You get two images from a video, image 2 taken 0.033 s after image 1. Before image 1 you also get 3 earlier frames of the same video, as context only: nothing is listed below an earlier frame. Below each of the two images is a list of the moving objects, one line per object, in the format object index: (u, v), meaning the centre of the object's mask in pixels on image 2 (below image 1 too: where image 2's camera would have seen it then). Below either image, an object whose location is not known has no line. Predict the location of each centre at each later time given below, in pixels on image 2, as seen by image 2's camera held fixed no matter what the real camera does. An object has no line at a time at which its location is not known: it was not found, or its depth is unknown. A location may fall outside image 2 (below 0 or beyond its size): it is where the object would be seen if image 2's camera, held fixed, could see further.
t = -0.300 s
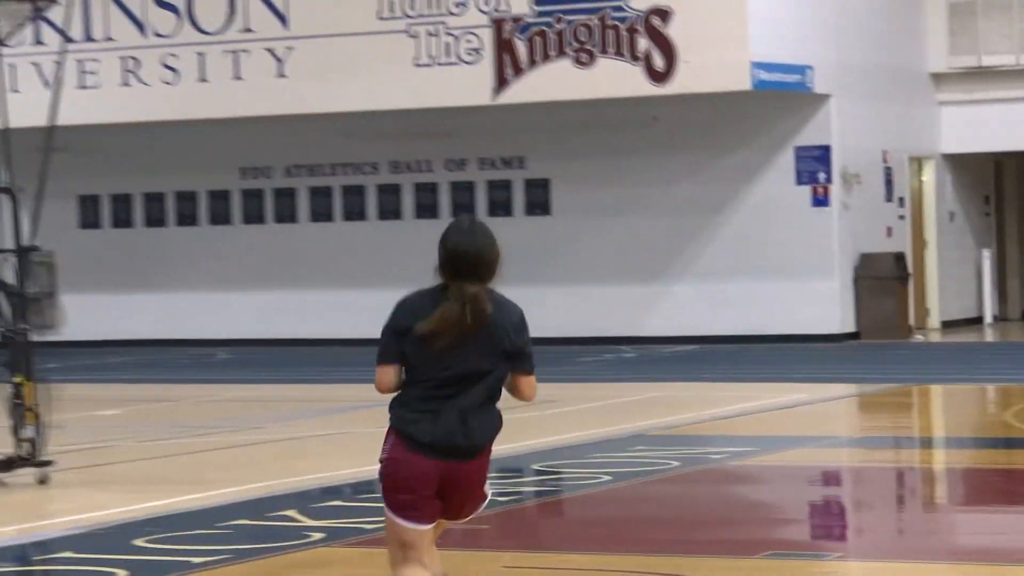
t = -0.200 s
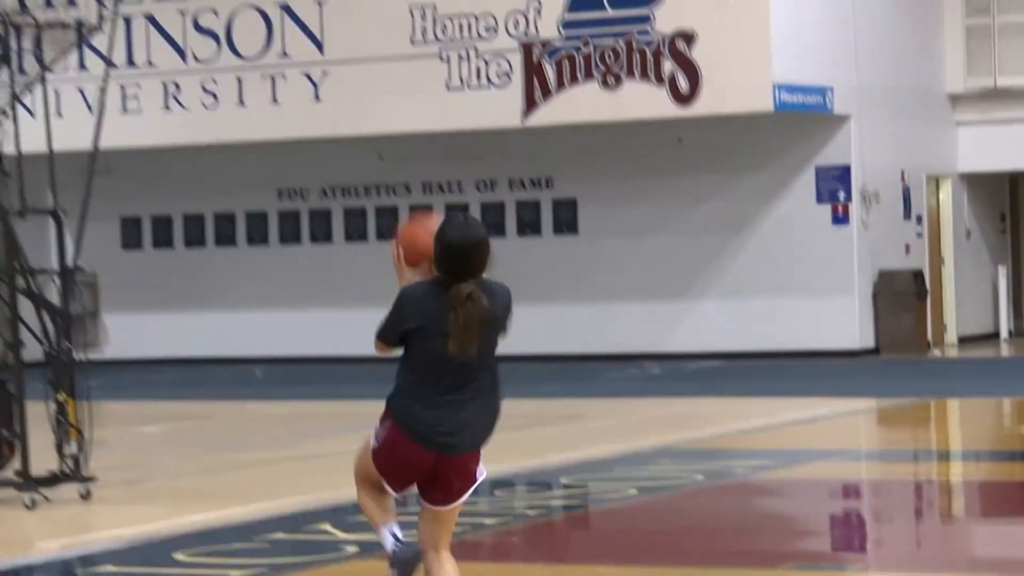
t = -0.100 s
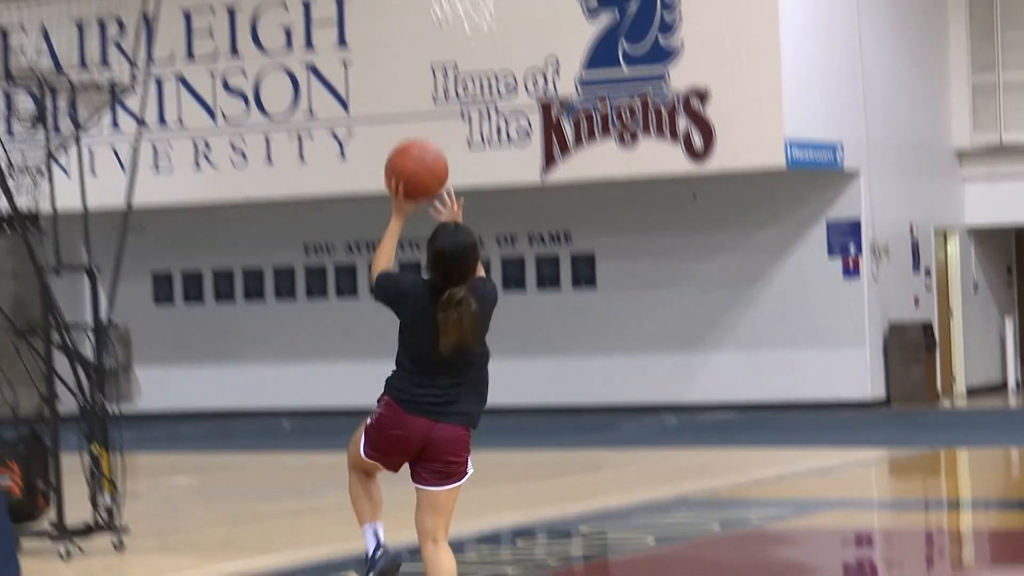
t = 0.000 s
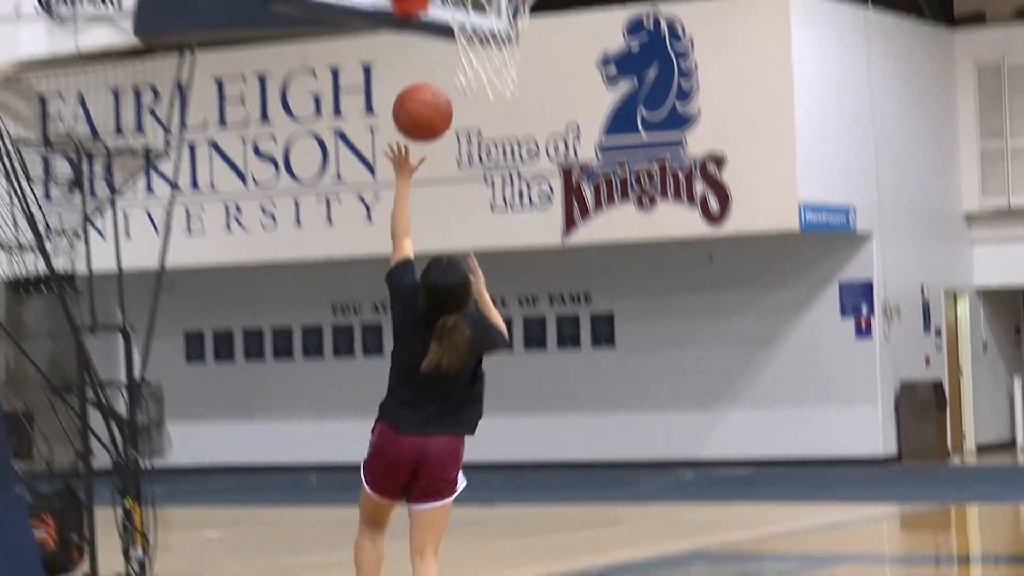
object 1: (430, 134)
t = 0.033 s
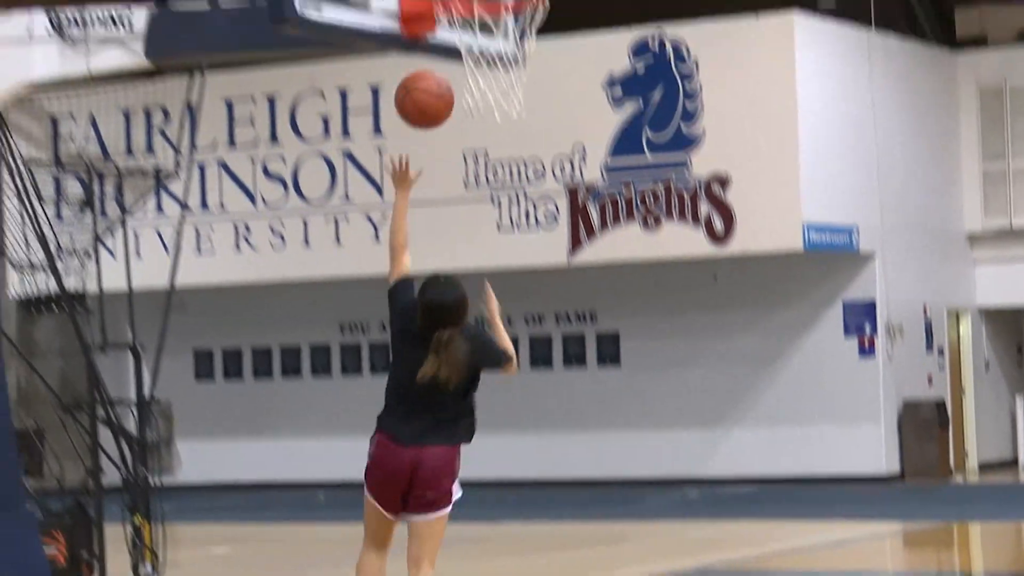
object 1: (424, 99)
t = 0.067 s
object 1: (420, 70)
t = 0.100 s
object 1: (413, 45)
